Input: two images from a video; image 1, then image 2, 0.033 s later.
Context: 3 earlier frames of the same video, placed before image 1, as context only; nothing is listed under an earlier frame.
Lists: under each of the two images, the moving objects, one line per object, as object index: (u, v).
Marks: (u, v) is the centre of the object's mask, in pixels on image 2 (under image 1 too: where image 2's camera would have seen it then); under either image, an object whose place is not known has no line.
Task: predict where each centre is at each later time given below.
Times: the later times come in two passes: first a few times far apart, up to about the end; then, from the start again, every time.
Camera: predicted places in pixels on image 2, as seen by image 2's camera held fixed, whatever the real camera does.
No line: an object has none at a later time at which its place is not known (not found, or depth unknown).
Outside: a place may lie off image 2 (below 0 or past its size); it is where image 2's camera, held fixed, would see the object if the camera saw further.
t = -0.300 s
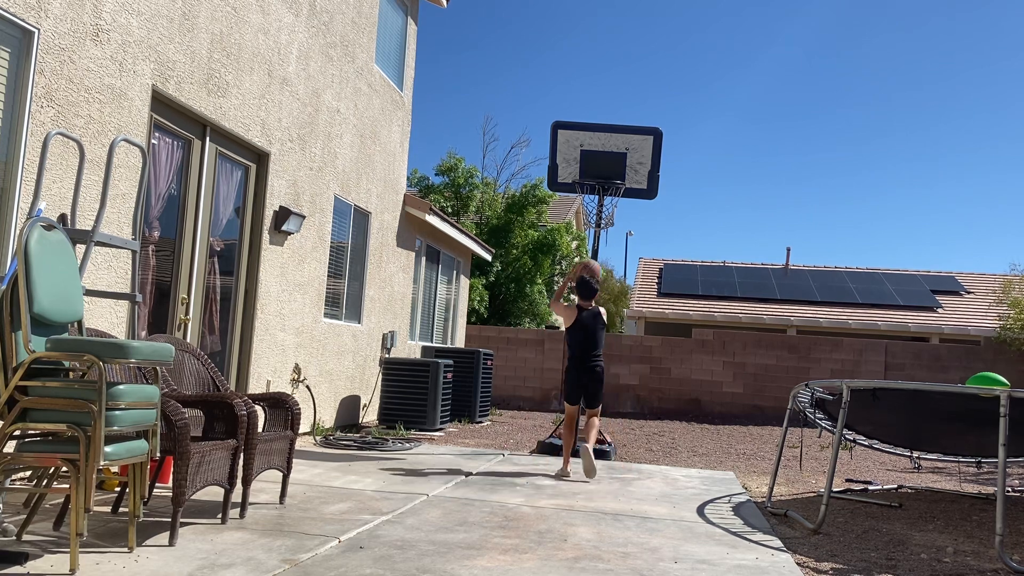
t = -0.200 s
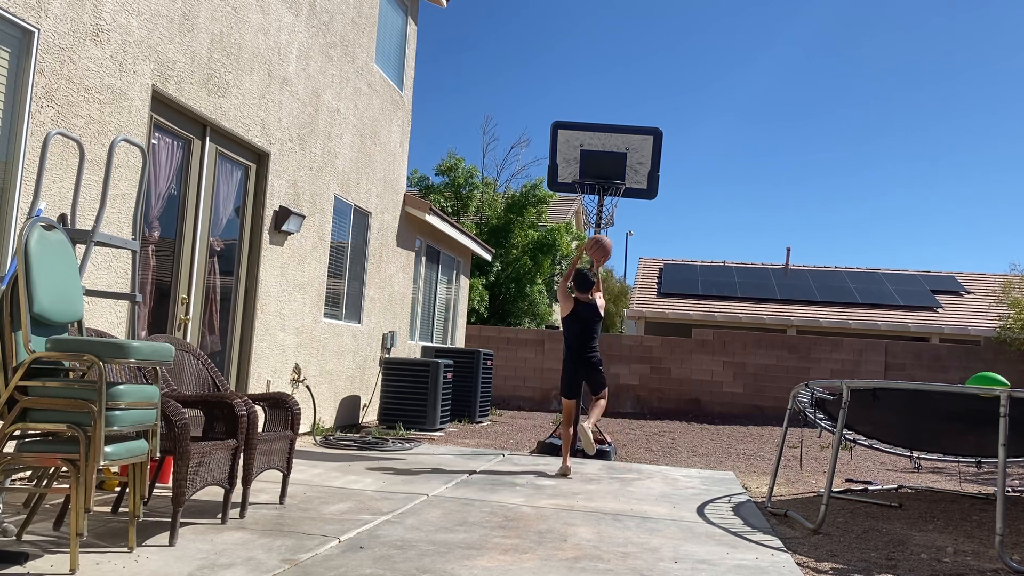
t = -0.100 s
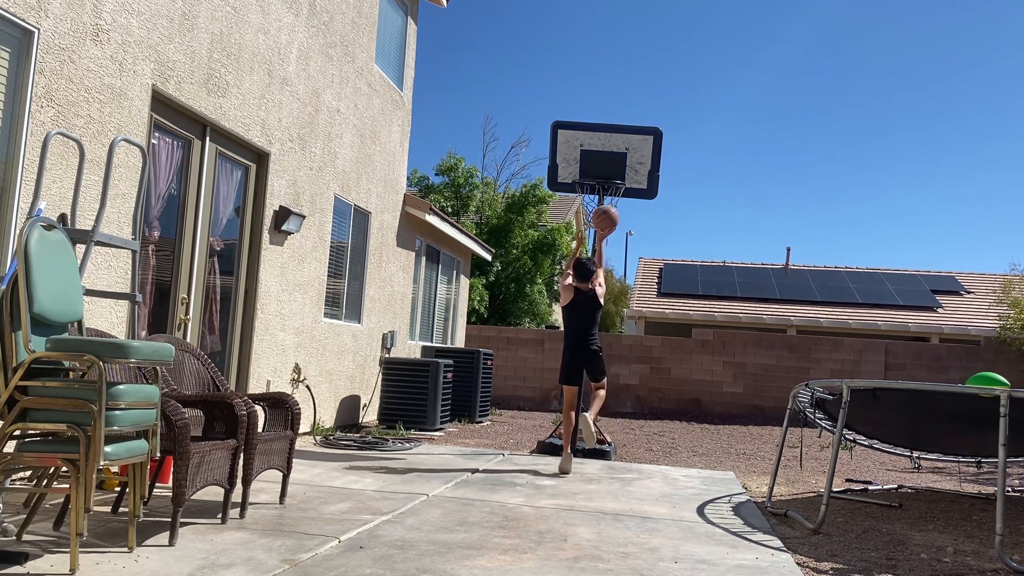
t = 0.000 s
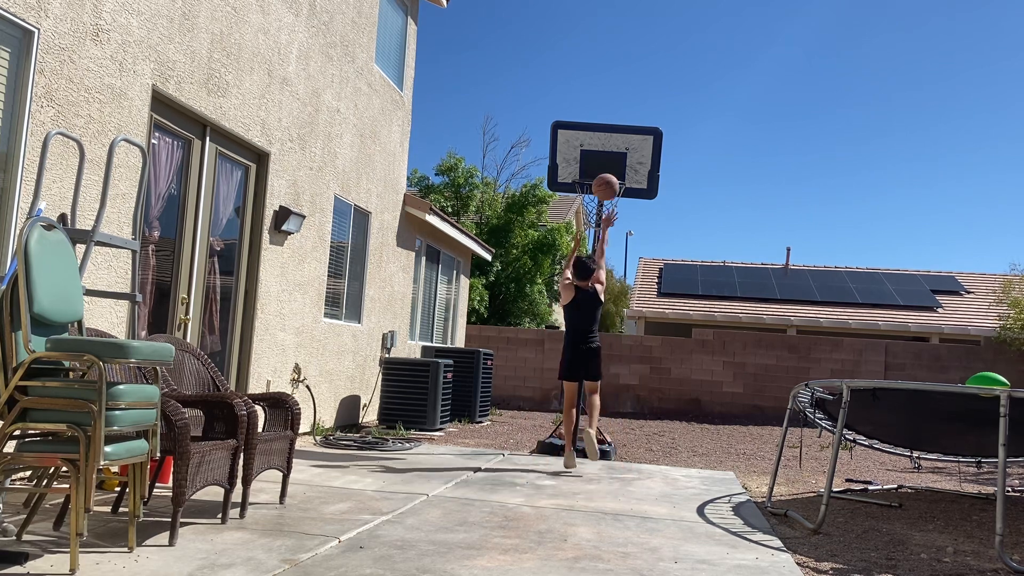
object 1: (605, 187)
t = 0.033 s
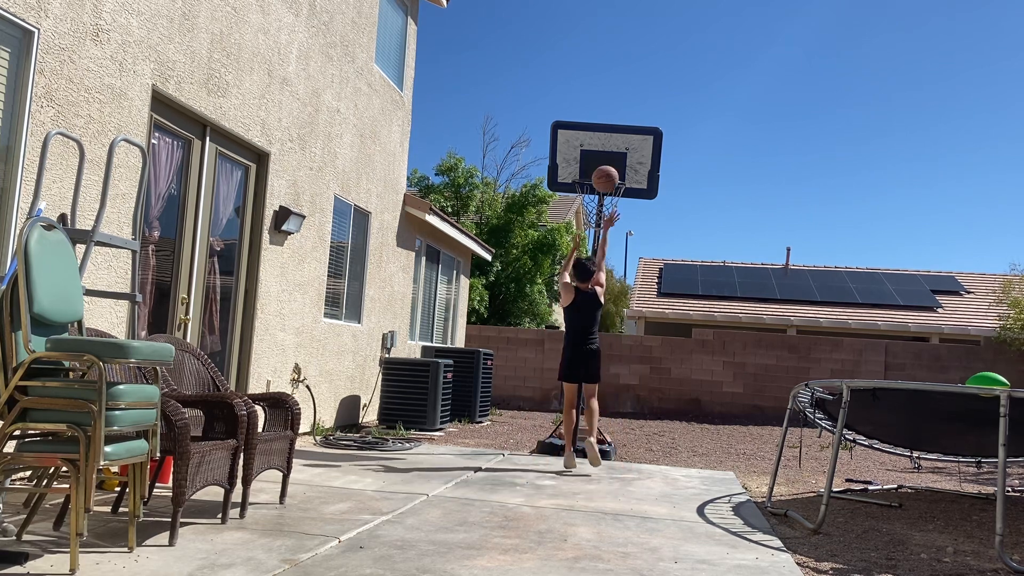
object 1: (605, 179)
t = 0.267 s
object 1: (601, 157)
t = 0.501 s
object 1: (592, 191)
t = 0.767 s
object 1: (598, 217)
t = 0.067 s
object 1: (605, 172)
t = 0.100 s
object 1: (604, 167)
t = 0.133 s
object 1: (604, 163)
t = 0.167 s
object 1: (603, 159)
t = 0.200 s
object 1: (602, 157)
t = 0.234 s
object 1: (601, 157)
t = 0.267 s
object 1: (601, 157)
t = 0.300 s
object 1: (600, 159)
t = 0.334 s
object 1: (599, 161)
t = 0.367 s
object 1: (597, 165)
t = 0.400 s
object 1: (596, 169)
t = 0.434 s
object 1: (595, 176)
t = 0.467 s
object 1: (594, 183)
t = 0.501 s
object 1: (592, 191)
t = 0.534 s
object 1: (592, 199)
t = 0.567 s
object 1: (592, 203)
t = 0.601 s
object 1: (592, 206)
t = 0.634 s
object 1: (591, 210)
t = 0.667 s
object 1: (591, 213)
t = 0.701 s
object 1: (594, 216)
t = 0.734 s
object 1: (596, 216)
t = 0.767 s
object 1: (598, 217)
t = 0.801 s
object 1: (600, 220)
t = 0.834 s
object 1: (601, 223)
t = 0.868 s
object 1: (602, 228)
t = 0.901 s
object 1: (604, 233)
